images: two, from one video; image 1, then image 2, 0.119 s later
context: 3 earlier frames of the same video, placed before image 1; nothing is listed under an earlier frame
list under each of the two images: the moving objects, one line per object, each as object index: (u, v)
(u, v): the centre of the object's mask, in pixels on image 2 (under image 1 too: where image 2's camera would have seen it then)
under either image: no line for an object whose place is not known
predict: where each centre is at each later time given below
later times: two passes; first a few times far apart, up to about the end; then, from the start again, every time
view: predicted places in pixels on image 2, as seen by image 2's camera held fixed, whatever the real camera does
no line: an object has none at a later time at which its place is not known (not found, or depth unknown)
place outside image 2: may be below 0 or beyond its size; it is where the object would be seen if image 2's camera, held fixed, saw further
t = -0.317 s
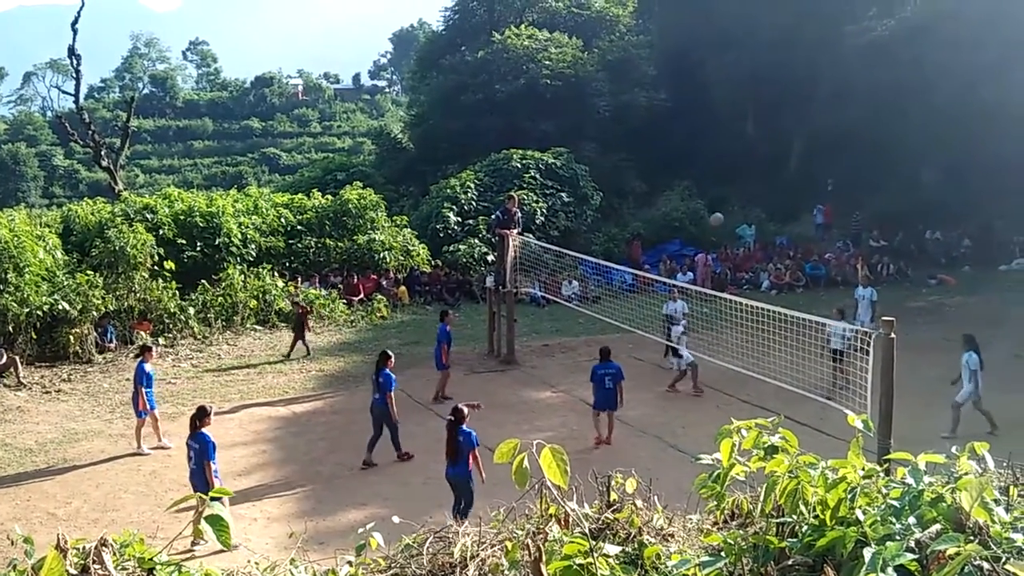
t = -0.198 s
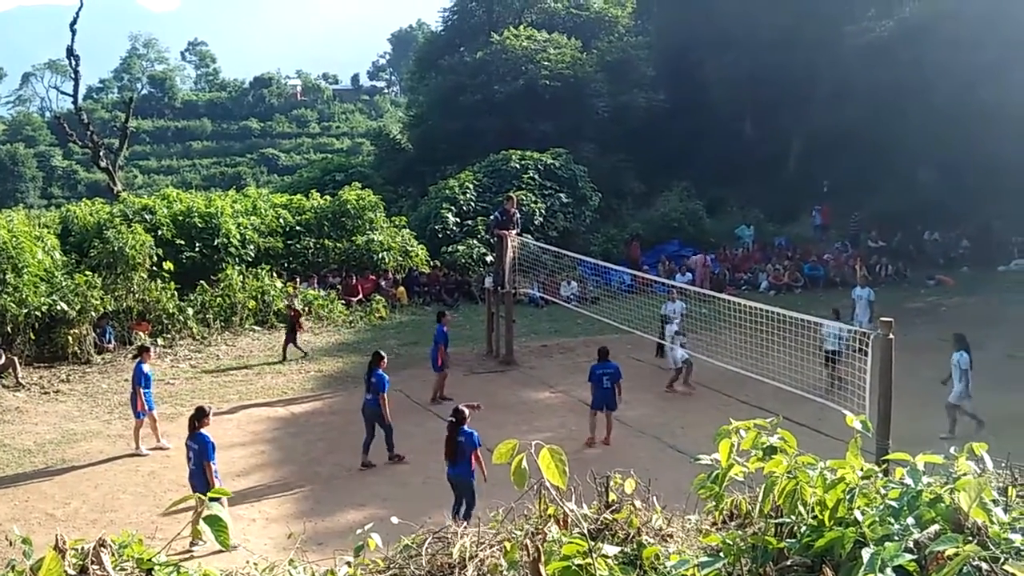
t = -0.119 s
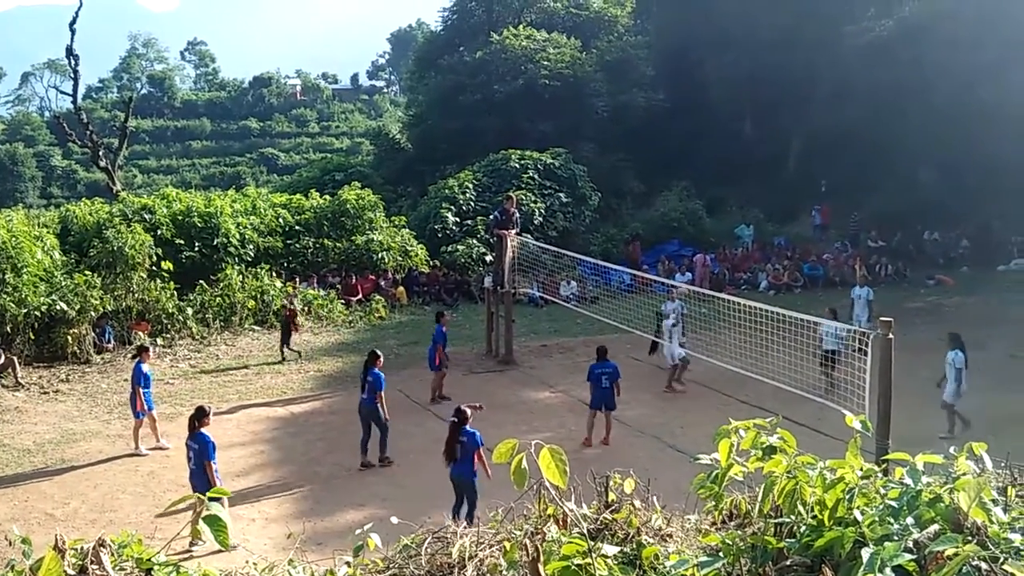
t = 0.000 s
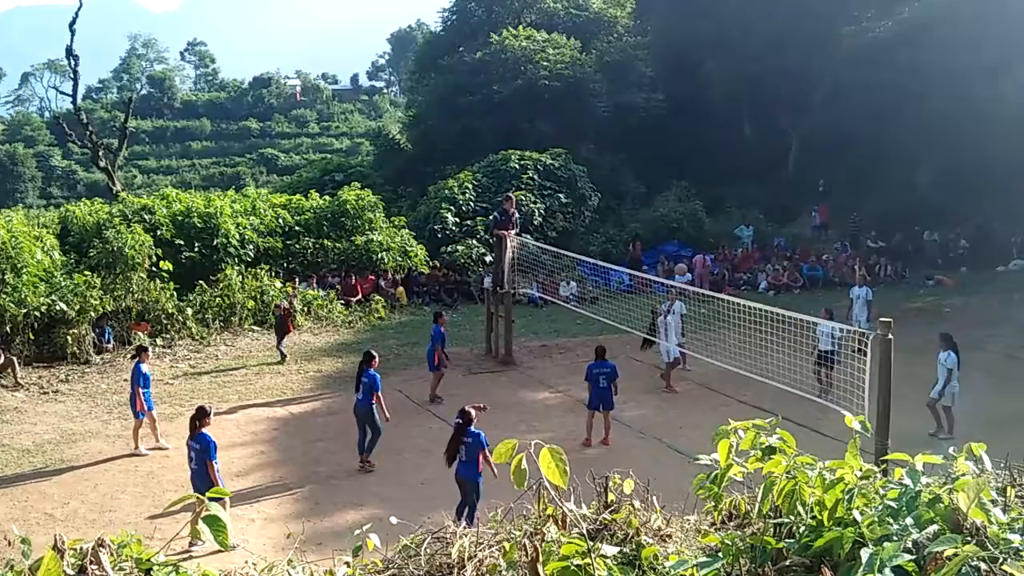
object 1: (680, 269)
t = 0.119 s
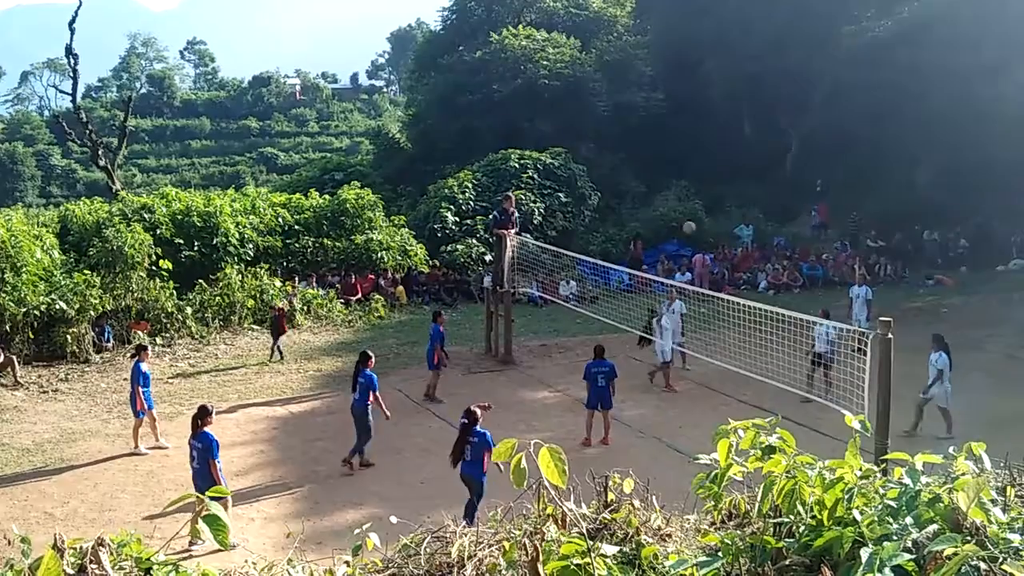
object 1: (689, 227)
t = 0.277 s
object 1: (700, 184)
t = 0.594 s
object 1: (721, 142)
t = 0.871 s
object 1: (738, 154)
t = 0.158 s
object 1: (692, 215)
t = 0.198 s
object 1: (695, 205)
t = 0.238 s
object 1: (698, 194)
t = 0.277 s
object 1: (700, 184)
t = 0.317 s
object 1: (703, 176)
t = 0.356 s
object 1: (705, 168)
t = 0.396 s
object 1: (708, 162)
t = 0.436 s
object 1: (711, 156)
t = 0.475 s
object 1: (713, 150)
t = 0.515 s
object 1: (716, 147)
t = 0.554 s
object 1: (719, 144)
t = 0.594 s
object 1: (721, 142)
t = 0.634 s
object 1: (724, 140)
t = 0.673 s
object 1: (727, 140)
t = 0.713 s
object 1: (729, 141)
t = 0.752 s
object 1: (732, 143)
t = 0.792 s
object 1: (734, 146)
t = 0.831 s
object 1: (736, 149)
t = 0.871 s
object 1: (738, 154)
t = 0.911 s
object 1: (741, 160)
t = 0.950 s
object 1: (743, 167)
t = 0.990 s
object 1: (745, 174)
